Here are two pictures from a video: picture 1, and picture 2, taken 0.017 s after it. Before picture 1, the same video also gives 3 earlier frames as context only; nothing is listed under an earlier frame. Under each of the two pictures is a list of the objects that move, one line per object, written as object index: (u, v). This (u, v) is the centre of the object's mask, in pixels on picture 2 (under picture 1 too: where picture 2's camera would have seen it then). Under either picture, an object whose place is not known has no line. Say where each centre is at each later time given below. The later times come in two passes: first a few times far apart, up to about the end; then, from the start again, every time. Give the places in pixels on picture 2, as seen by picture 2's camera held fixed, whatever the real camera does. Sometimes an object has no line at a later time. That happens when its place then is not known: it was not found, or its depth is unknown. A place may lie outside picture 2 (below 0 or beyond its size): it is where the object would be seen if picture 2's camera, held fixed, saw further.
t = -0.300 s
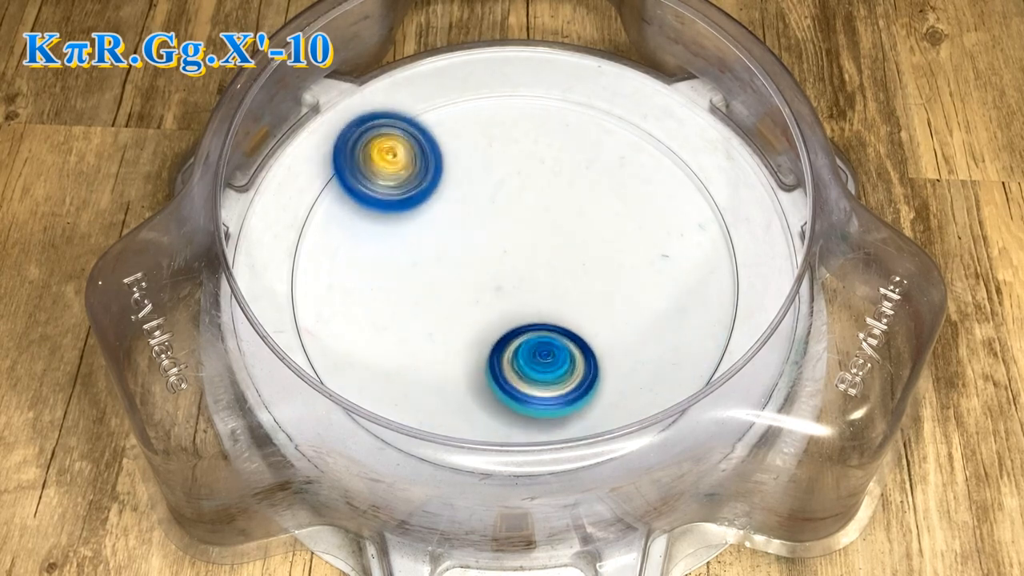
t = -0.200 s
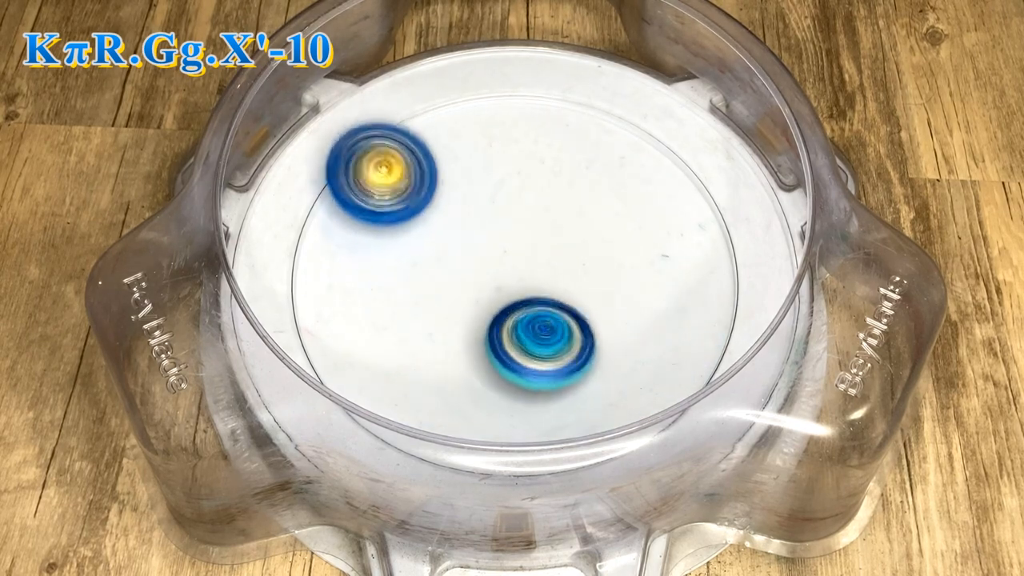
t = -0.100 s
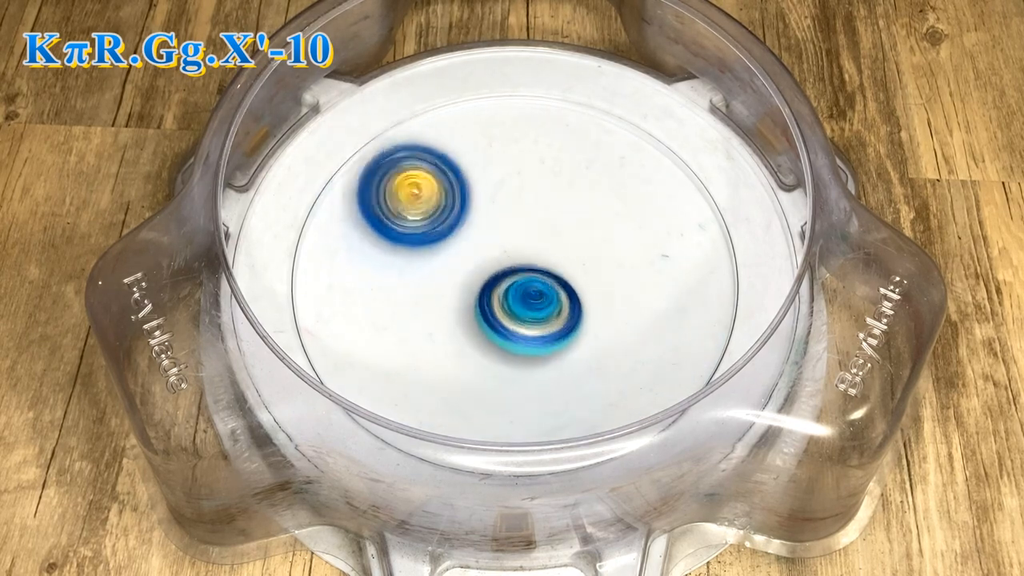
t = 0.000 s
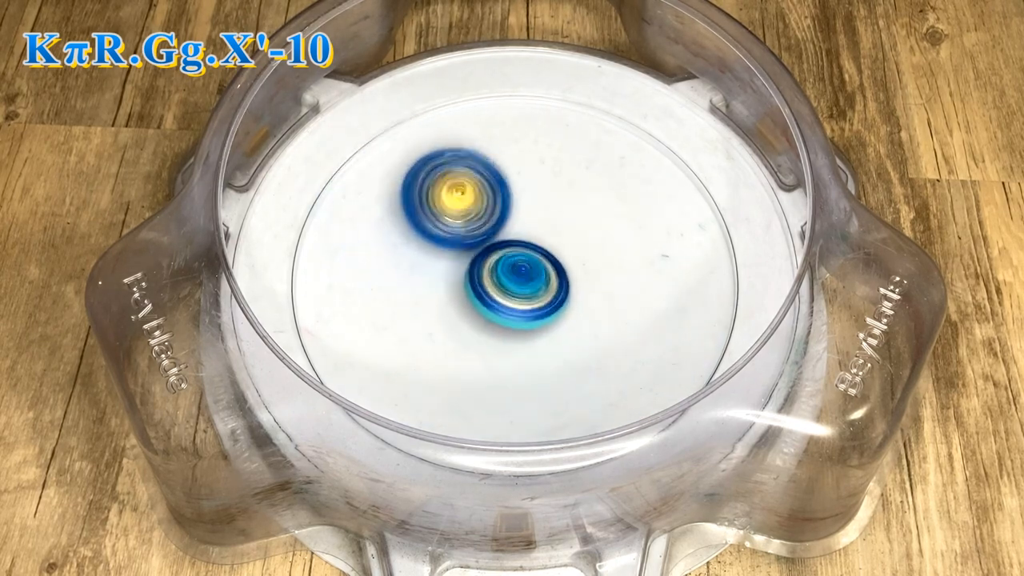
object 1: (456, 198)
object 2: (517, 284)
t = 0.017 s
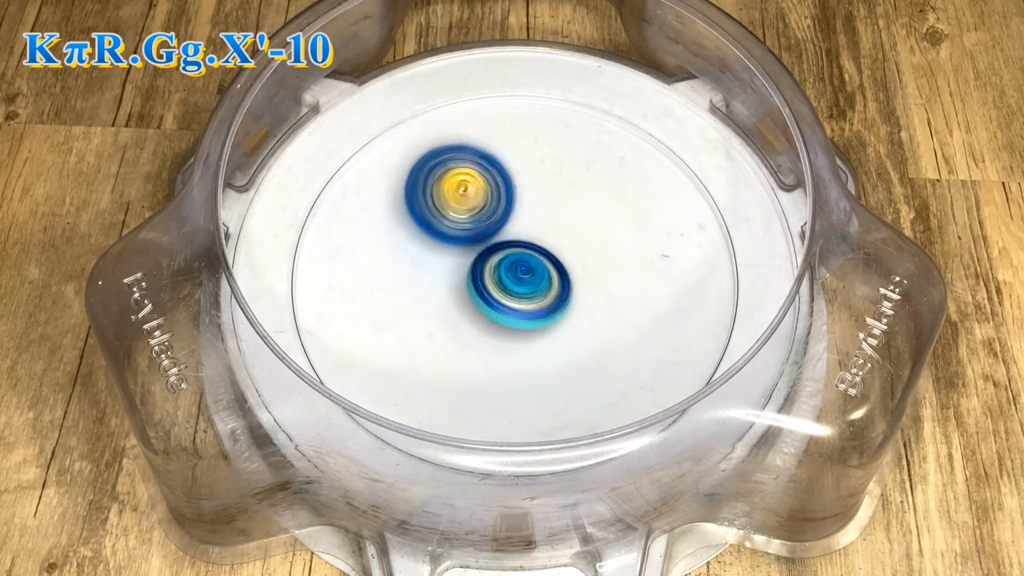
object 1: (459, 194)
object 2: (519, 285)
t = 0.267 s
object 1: (507, 142)
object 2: (515, 270)
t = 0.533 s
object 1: (535, 149)
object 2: (506, 267)
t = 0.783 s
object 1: (574, 181)
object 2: (519, 270)
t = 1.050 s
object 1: (625, 208)
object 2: (536, 280)
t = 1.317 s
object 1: (632, 228)
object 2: (526, 294)
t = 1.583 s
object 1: (616, 276)
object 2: (494, 310)
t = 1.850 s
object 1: (590, 312)
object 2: (467, 304)
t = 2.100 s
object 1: (557, 318)
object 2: (449, 280)
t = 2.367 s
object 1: (551, 329)
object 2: (424, 232)
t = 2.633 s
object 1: (497, 309)
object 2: (448, 214)
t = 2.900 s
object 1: (516, 333)
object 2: (481, 197)
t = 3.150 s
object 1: (503, 309)
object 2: (529, 201)
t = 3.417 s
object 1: (500, 326)
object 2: (553, 241)
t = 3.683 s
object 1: (471, 332)
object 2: (559, 274)
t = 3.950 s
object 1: (418, 321)
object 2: (552, 298)
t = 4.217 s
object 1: (388, 280)
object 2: (506, 298)
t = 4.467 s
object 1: (381, 209)
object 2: (554, 322)
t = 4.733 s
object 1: (408, 188)
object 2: (574, 291)
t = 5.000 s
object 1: (471, 192)
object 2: (570, 256)
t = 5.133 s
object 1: (486, 193)
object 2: (571, 247)
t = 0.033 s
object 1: (463, 190)
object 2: (519, 286)
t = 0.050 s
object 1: (468, 186)
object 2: (520, 285)
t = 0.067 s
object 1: (472, 183)
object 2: (521, 286)
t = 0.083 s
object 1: (477, 179)
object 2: (520, 285)
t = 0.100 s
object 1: (481, 176)
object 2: (521, 285)
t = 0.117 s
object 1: (484, 172)
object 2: (520, 283)
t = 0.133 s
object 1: (488, 168)
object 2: (521, 283)
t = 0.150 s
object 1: (490, 164)
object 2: (519, 281)
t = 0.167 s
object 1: (494, 161)
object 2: (520, 281)
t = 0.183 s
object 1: (496, 157)
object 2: (518, 279)
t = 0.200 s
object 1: (499, 153)
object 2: (519, 277)
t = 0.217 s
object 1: (501, 150)
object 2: (517, 276)
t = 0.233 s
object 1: (503, 146)
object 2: (517, 274)
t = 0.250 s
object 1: (506, 144)
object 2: (516, 273)
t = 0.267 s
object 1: (507, 142)
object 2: (515, 270)
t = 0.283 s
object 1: (509, 139)
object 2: (515, 270)
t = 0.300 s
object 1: (510, 138)
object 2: (514, 267)
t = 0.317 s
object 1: (511, 137)
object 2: (514, 267)
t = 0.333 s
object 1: (513, 137)
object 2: (512, 264)
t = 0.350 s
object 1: (513, 137)
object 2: (513, 263)
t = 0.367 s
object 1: (515, 138)
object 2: (511, 261)
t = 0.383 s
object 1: (516, 140)
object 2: (512, 259)
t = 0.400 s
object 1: (517, 141)
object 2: (511, 258)
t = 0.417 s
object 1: (519, 144)
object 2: (511, 256)
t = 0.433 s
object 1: (520, 148)
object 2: (511, 255)
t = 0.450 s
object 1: (522, 150)
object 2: (511, 253)
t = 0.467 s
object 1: (524, 152)
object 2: (510, 255)
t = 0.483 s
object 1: (527, 151)
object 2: (508, 258)
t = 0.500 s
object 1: (530, 150)
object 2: (508, 262)
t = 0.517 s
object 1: (532, 149)
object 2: (506, 264)
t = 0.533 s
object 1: (535, 149)
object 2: (506, 267)
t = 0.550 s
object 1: (538, 149)
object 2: (505, 268)
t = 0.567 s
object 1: (541, 148)
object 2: (506, 270)
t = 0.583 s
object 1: (543, 150)
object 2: (505, 272)
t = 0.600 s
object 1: (545, 150)
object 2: (506, 271)
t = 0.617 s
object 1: (548, 152)
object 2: (506, 273)
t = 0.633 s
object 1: (550, 154)
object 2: (507, 272)
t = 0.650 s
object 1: (552, 155)
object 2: (508, 273)
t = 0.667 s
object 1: (555, 158)
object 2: (509, 272)
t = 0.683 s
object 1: (557, 161)
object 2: (511, 273)
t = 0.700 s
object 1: (560, 164)
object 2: (511, 272)
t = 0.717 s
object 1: (563, 168)
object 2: (514, 272)
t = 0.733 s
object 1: (565, 171)
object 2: (514, 271)
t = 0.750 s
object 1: (569, 174)
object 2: (517, 270)
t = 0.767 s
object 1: (571, 179)
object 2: (518, 271)
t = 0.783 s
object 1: (574, 181)
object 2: (519, 270)
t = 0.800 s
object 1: (579, 183)
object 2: (519, 272)
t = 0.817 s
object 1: (583, 184)
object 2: (518, 272)
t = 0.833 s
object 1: (588, 186)
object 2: (520, 274)
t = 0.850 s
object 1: (592, 187)
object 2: (519, 275)
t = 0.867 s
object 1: (596, 188)
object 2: (521, 275)
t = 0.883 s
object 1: (600, 190)
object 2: (521, 277)
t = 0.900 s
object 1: (603, 191)
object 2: (523, 276)
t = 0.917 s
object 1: (607, 192)
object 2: (524, 278)
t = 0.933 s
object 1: (610, 194)
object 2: (525, 278)
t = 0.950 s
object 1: (613, 195)
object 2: (527, 279)
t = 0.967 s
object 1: (616, 198)
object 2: (528, 279)
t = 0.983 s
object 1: (618, 199)
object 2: (531, 279)
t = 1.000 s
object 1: (620, 201)
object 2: (531, 280)
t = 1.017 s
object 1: (622, 204)
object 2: (533, 280)
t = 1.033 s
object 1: (623, 205)
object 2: (534, 281)
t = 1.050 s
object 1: (625, 208)
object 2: (536, 280)
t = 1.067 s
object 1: (625, 211)
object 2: (538, 281)
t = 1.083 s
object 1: (626, 213)
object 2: (538, 280)
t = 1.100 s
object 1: (630, 215)
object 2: (538, 282)
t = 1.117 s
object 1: (631, 216)
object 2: (534, 284)
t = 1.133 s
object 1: (634, 216)
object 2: (533, 284)
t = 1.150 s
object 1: (637, 217)
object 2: (530, 287)
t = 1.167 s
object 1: (639, 217)
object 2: (530, 286)
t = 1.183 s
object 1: (641, 217)
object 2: (529, 288)
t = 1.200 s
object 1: (642, 218)
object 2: (528, 288)
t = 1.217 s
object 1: (643, 218)
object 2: (528, 290)
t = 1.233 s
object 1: (643, 220)
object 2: (526, 291)
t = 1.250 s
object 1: (641, 221)
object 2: (527, 291)
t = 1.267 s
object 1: (640, 222)
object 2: (526, 293)
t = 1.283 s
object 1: (638, 224)
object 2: (526, 292)
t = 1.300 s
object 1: (635, 225)
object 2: (526, 294)
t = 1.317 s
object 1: (632, 228)
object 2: (526, 294)
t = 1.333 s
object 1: (629, 231)
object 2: (527, 295)
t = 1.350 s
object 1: (624, 234)
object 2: (525, 295)
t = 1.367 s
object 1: (622, 238)
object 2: (525, 295)
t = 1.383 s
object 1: (621, 241)
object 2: (521, 298)
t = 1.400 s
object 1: (620, 244)
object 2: (519, 298)
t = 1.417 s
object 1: (619, 248)
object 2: (517, 300)
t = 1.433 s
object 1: (618, 252)
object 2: (515, 300)
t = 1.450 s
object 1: (618, 255)
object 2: (512, 302)
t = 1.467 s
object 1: (619, 258)
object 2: (508, 303)
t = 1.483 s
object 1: (620, 260)
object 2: (506, 304)
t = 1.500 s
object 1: (619, 263)
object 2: (502, 306)
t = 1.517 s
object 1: (620, 265)
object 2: (500, 306)
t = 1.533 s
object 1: (619, 268)
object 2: (499, 308)
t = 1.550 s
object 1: (618, 271)
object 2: (497, 308)
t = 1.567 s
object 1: (617, 274)
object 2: (496, 309)
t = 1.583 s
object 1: (616, 276)
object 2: (494, 310)
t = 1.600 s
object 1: (615, 279)
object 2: (494, 310)
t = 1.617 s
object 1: (614, 282)
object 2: (493, 311)
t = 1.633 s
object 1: (611, 283)
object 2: (492, 310)
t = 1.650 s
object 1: (609, 285)
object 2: (492, 310)
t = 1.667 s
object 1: (607, 288)
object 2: (491, 310)
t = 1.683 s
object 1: (605, 290)
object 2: (490, 310)
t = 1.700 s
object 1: (604, 293)
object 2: (486, 310)
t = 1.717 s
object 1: (603, 296)
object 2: (484, 309)
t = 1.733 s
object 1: (601, 297)
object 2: (482, 310)
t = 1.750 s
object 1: (599, 300)
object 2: (479, 309)
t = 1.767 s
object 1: (597, 302)
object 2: (479, 309)
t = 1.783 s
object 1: (595, 303)
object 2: (476, 308)
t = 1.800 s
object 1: (592, 305)
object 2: (476, 307)
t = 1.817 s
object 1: (590, 308)
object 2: (474, 307)
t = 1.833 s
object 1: (590, 309)
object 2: (471, 304)
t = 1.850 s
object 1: (590, 312)
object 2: (467, 304)
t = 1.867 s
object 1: (590, 315)
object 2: (462, 301)
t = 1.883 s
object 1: (590, 315)
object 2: (461, 300)
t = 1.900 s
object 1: (589, 317)
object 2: (456, 299)
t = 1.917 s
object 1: (588, 318)
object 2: (456, 296)
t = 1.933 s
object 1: (587, 318)
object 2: (453, 296)
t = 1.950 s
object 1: (586, 318)
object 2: (452, 294)
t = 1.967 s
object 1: (584, 319)
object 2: (452, 293)
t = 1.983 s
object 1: (582, 318)
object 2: (449, 291)
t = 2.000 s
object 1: (579, 318)
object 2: (450, 289)
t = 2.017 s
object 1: (577, 319)
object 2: (449, 288)
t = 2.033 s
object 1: (574, 318)
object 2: (449, 286)
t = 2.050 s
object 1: (571, 318)
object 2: (449, 285)
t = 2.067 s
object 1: (567, 319)
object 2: (448, 283)
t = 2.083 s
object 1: (562, 318)
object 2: (450, 281)
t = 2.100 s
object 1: (557, 318)
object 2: (449, 280)
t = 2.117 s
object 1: (553, 320)
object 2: (450, 277)
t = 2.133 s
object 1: (551, 321)
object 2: (448, 274)
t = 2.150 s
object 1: (552, 325)
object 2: (442, 267)
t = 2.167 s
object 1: (552, 328)
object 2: (439, 262)
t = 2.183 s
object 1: (552, 329)
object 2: (435, 257)
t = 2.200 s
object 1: (553, 331)
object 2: (433, 252)
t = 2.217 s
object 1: (554, 333)
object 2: (431, 249)
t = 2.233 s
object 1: (554, 334)
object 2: (428, 245)
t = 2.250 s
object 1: (555, 335)
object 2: (428, 243)
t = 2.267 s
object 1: (555, 335)
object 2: (426, 241)
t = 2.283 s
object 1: (554, 335)
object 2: (425, 238)
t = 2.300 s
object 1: (554, 334)
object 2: (425, 238)
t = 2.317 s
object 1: (554, 334)
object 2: (423, 236)
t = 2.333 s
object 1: (553, 333)
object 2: (424, 234)
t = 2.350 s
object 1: (553, 331)
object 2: (423, 233)
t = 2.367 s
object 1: (551, 329)
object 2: (424, 232)
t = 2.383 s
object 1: (549, 328)
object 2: (424, 231)
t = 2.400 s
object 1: (546, 325)
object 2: (424, 230)
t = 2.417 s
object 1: (545, 324)
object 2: (426, 229)
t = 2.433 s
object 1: (542, 322)
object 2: (426, 229)
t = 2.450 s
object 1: (538, 319)
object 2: (427, 227)
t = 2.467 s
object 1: (535, 317)
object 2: (429, 227)
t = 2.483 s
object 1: (531, 315)
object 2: (430, 227)
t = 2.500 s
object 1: (526, 313)
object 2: (433, 226)
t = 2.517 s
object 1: (522, 311)
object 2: (434, 226)
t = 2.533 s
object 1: (519, 309)
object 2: (436, 225)
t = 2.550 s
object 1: (514, 308)
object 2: (439, 225)
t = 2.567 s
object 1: (509, 305)
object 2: (440, 224)
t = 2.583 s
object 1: (505, 303)
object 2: (443, 224)
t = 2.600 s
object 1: (502, 304)
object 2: (445, 224)
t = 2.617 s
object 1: (498, 306)
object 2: (446, 219)
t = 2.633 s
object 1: (497, 309)
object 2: (448, 214)
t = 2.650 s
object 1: (497, 312)
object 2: (448, 209)
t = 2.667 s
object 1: (496, 315)
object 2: (449, 205)
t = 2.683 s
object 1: (495, 318)
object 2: (451, 203)
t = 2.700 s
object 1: (496, 321)
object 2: (452, 200)
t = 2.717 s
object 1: (495, 326)
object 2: (454, 198)
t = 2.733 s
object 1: (496, 327)
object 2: (455, 197)
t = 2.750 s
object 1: (497, 330)
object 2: (457, 196)
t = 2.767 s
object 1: (498, 333)
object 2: (460, 195)
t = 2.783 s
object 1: (499, 335)
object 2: (461, 195)
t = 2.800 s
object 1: (501, 336)
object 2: (464, 194)
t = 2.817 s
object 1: (504, 337)
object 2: (467, 195)
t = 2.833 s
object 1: (506, 338)
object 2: (469, 194)
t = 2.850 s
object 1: (509, 337)
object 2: (472, 195)
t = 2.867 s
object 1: (512, 336)
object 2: (475, 196)
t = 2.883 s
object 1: (514, 335)
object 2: (478, 195)
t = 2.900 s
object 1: (516, 333)
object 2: (481, 197)
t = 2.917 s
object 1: (518, 331)
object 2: (483, 198)
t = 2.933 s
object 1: (519, 329)
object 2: (487, 198)
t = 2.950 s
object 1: (519, 326)
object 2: (490, 200)
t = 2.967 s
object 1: (520, 321)
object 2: (493, 201)
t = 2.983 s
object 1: (521, 318)
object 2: (496, 203)
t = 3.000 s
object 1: (521, 315)
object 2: (499, 204)
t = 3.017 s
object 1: (519, 312)
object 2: (502, 205)
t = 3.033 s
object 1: (519, 307)
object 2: (505, 207)
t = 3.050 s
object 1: (518, 303)
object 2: (507, 207)
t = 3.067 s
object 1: (516, 301)
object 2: (511, 209)
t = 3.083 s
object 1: (513, 298)
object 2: (514, 208)
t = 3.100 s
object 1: (510, 300)
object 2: (518, 206)
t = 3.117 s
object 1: (508, 302)
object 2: (522, 205)
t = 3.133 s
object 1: (505, 306)
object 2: (525, 203)
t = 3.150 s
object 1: (503, 309)
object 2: (529, 201)
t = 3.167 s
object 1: (502, 310)
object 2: (531, 201)
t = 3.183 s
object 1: (500, 314)
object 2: (533, 201)
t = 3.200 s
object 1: (498, 316)
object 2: (535, 202)
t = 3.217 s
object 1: (498, 318)
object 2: (537, 204)
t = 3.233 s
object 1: (497, 320)
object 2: (538, 206)
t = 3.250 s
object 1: (496, 323)
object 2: (540, 209)
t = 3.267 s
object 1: (495, 324)
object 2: (541, 212)
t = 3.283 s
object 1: (495, 326)
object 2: (543, 214)
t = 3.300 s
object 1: (495, 327)
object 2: (544, 218)
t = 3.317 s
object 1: (495, 328)
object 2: (545, 221)
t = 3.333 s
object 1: (496, 329)
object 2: (547, 224)
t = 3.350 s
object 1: (497, 329)
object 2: (548, 228)
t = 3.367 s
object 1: (498, 329)
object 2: (549, 231)
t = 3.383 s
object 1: (498, 328)
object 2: (551, 235)
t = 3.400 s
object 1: (499, 327)
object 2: (552, 238)
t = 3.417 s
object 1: (500, 326)
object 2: (553, 241)
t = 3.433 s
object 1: (501, 325)
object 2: (555, 244)
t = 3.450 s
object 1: (499, 324)
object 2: (556, 247)
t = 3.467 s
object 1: (497, 324)
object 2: (559, 248)
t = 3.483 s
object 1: (494, 325)
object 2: (562, 250)
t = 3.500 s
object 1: (493, 327)
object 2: (564, 250)
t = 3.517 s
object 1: (489, 328)
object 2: (567, 251)
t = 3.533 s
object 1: (486, 329)
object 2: (568, 252)
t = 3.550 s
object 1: (484, 330)
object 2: (568, 252)
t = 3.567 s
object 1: (482, 332)
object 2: (569, 254)
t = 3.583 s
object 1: (479, 332)
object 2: (568, 257)
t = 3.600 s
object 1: (478, 333)
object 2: (568, 259)
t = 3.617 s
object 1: (476, 332)
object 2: (567, 261)
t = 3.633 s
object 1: (475, 333)
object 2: (565, 265)
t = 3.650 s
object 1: (472, 333)
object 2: (564, 267)
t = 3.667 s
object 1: (472, 332)
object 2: (562, 270)
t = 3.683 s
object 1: (471, 332)
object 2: (559, 274)
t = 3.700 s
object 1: (469, 331)
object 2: (559, 276)
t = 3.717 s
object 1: (464, 330)
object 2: (559, 278)
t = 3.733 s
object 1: (462, 330)
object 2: (558, 280)
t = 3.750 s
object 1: (459, 331)
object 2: (559, 281)
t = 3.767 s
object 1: (457, 331)
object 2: (558, 283)
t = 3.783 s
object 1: (453, 331)
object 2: (556, 284)
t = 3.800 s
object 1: (450, 330)
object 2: (556, 285)
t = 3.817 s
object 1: (447, 330)
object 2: (553, 288)
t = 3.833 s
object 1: (446, 329)
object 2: (550, 289)
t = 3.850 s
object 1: (443, 329)
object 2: (548, 291)
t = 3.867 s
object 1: (441, 326)
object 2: (545, 293)
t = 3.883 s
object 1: (434, 325)
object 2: (546, 294)
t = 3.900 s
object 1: (428, 322)
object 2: (548, 295)
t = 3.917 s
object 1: (425, 322)
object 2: (550, 296)
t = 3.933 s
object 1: (421, 322)
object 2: (551, 297)
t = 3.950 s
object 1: (418, 321)
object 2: (552, 298)
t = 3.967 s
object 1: (413, 320)
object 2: (551, 299)
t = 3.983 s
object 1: (410, 318)
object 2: (551, 300)
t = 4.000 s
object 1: (407, 318)
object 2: (549, 300)
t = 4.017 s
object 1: (404, 315)
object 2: (546, 300)
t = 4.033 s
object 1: (401, 314)
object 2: (544, 300)
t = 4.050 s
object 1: (399, 311)
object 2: (540, 300)
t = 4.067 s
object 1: (397, 310)
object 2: (536, 300)
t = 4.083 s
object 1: (394, 307)
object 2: (533, 300)
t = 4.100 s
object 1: (394, 304)
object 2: (529, 300)
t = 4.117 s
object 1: (392, 302)
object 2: (525, 300)
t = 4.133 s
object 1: (392, 298)
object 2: (521, 299)
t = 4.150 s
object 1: (392, 297)
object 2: (516, 299)
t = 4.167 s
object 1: (391, 293)
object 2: (512, 298)
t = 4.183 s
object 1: (392, 290)
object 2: (509, 298)
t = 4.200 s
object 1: (390, 285)
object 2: (507, 298)
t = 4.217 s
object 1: (388, 280)
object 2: (506, 298)
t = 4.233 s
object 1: (388, 278)
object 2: (507, 298)
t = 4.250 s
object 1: (388, 274)
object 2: (506, 298)
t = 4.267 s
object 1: (389, 273)
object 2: (504, 297)
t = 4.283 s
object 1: (388, 270)
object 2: (505, 297)
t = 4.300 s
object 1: (387, 266)
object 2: (504, 297)
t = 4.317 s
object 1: (387, 263)
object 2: (500, 295)
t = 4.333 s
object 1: (388, 260)
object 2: (500, 293)
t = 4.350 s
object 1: (390, 256)
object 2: (498, 292)
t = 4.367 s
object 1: (386, 249)
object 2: (502, 294)
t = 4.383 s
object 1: (382, 237)
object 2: (512, 301)
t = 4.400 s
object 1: (379, 230)
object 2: (523, 307)
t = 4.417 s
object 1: (377, 223)
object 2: (531, 312)
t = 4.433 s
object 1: (378, 218)
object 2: (540, 316)
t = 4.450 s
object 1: (380, 213)
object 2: (548, 320)
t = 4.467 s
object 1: (381, 209)
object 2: (554, 322)
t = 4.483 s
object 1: (383, 205)
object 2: (560, 324)
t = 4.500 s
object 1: (385, 201)
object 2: (565, 325)
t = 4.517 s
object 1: (388, 199)
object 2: (569, 325)
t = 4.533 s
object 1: (389, 197)
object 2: (571, 324)
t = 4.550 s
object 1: (390, 195)
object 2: (574, 323)
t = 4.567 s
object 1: (392, 193)
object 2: (575, 321)
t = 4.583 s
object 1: (393, 192)
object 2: (575, 318)
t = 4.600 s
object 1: (394, 191)
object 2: (576, 316)
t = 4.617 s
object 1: (395, 190)
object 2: (576, 313)
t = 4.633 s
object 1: (397, 190)
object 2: (576, 309)
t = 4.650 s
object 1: (398, 190)
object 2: (576, 306)
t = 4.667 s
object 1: (399, 190)
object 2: (576, 303)
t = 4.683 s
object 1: (401, 189)
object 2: (575, 300)
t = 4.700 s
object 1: (403, 189)
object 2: (575, 297)
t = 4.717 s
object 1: (405, 188)
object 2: (575, 294)
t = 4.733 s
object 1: (408, 188)
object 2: (574, 291)
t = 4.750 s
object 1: (411, 188)
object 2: (573, 288)
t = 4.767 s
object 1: (414, 189)
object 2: (573, 285)
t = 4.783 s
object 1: (417, 189)
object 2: (572, 282)
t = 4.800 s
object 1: (421, 189)
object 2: (572, 279)
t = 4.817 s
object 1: (425, 189)
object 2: (571, 277)
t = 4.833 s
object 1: (429, 190)
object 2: (571, 275)
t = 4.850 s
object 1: (434, 190)
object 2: (570, 272)
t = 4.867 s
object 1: (438, 190)
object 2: (570, 270)
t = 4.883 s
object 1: (443, 190)
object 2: (571, 268)
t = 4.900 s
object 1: (447, 191)
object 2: (570, 266)
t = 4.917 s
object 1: (452, 191)
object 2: (570, 264)
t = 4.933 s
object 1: (457, 192)
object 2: (570, 263)
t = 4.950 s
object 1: (461, 193)
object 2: (570, 261)
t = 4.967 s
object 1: (465, 192)
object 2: (569, 259)
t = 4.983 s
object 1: (469, 192)
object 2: (570, 257)
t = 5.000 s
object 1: (471, 192)
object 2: (570, 256)
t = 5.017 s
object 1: (475, 192)
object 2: (570, 255)
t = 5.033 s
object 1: (477, 192)
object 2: (570, 253)
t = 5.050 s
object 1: (480, 192)
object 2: (570, 252)
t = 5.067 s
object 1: (482, 192)
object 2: (570, 251)
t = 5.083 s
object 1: (484, 192)
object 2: (571, 250)
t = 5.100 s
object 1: (485, 192)
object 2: (571, 249)
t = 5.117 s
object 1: (486, 193)
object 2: (571, 248)
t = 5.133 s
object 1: (486, 193)
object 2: (571, 247)
